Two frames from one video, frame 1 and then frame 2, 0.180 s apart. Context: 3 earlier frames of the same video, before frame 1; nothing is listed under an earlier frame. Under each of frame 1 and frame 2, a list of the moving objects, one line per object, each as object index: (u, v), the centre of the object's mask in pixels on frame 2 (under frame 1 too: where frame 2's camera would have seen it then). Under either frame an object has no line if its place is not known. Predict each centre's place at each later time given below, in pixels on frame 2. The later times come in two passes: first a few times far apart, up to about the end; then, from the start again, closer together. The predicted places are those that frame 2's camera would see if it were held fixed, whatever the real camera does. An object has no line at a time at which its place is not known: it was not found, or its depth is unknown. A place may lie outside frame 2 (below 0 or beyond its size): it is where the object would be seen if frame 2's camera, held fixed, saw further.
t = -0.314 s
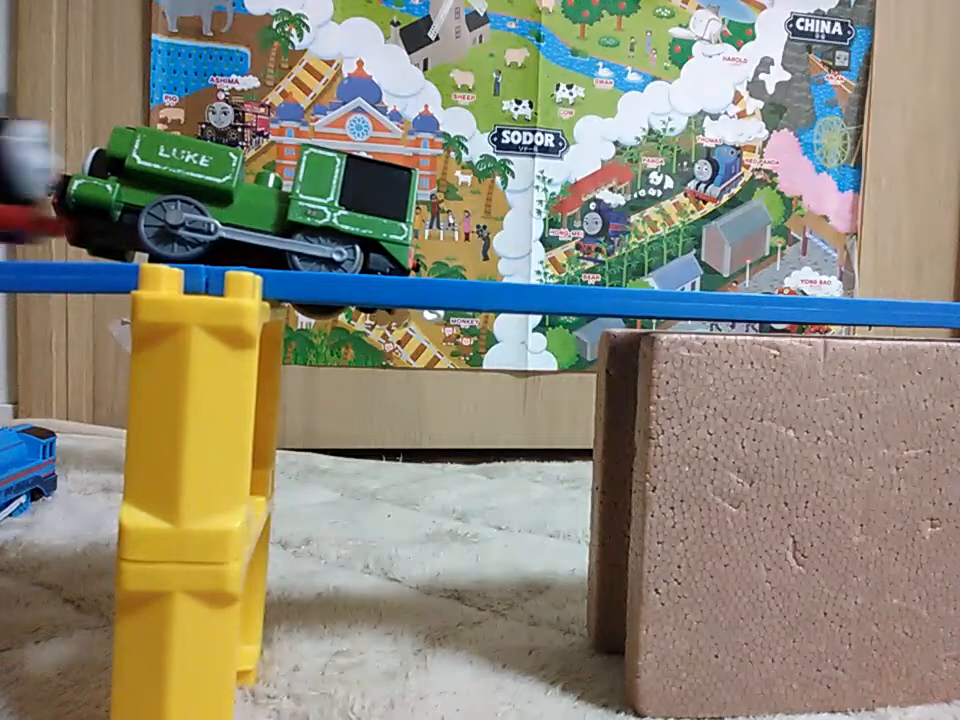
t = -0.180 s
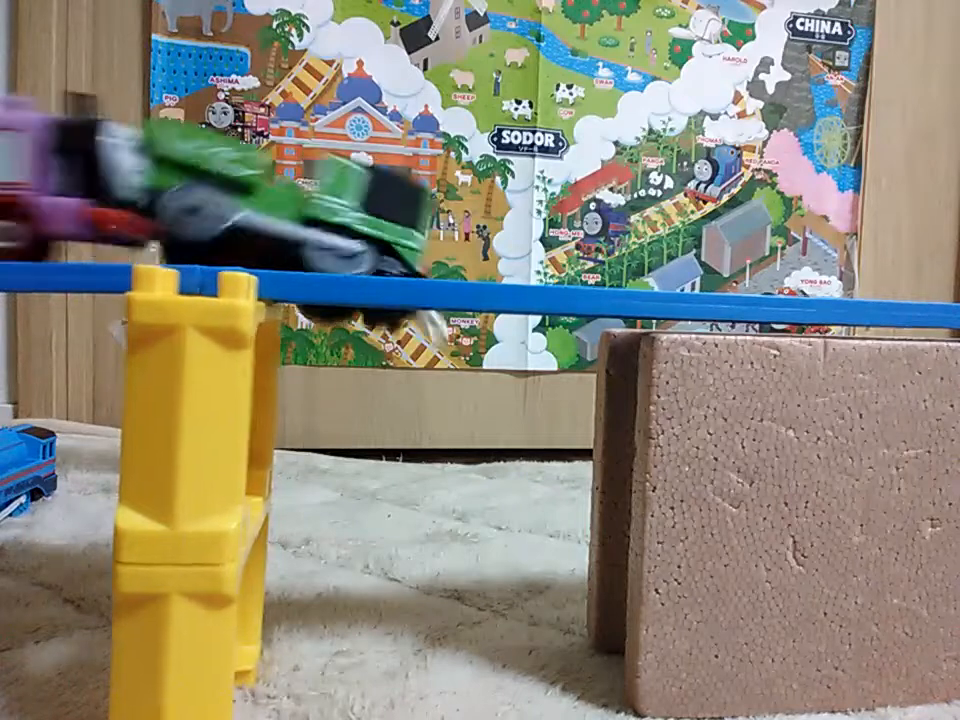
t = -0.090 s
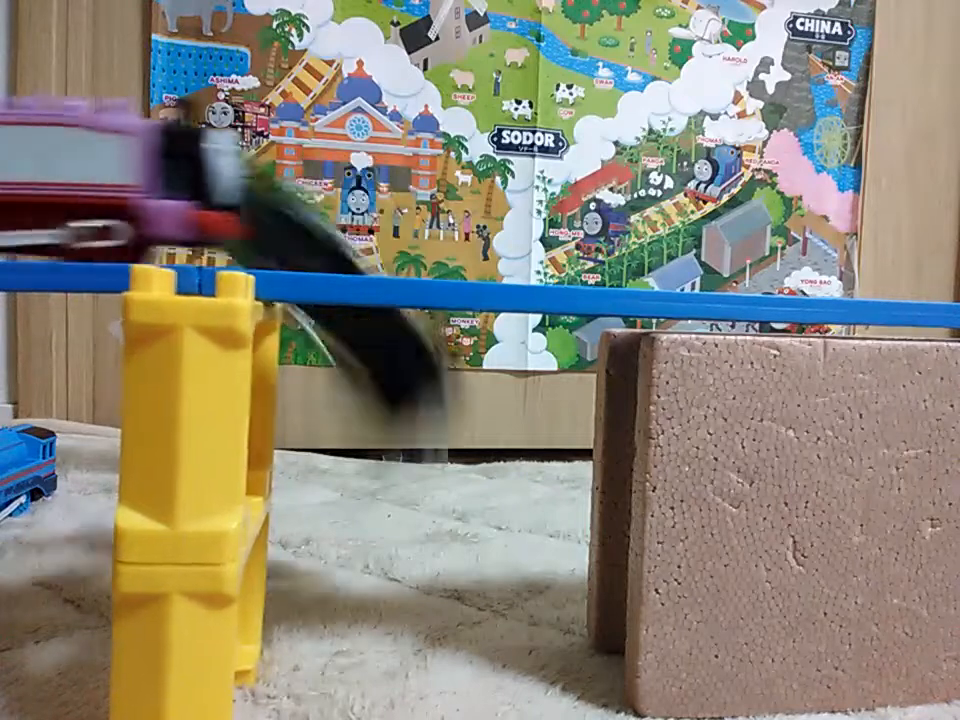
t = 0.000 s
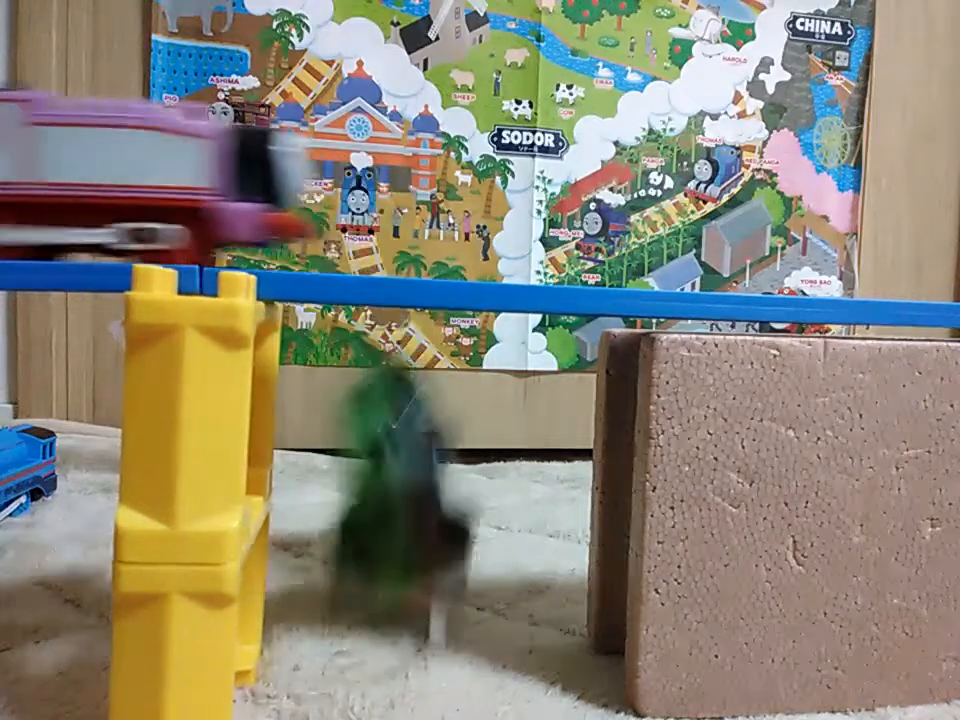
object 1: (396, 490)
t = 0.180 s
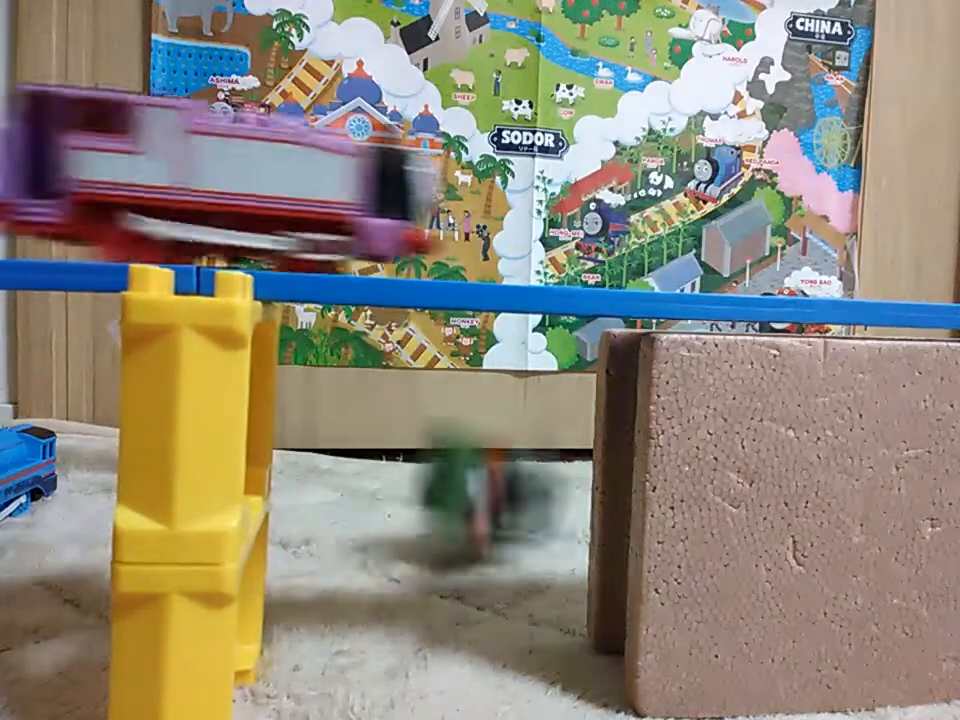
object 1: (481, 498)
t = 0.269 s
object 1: (490, 511)
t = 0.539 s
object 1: (487, 516)
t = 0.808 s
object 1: (487, 516)
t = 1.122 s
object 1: (487, 516)
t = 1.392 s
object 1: (487, 516)
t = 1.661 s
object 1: (487, 516)
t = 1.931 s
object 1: (487, 516)
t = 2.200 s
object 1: (487, 516)
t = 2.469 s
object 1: (487, 516)
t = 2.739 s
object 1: (487, 516)
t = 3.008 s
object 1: (487, 516)
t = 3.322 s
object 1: (487, 516)
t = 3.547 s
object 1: (487, 516)
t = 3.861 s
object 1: (487, 516)
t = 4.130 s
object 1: (487, 516)
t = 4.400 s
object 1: (487, 516)
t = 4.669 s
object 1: (487, 516)
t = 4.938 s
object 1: (487, 516)
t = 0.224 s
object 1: (496, 513)
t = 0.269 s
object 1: (490, 511)
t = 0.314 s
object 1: (487, 512)
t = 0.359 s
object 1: (485, 514)
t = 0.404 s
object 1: (487, 516)
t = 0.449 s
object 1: (487, 515)
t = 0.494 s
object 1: (487, 515)
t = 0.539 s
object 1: (487, 516)
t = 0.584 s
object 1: (487, 516)
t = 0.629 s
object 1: (487, 515)
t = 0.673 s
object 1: (487, 516)
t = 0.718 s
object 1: (487, 516)
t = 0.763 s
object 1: (487, 516)
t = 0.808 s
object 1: (487, 516)
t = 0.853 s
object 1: (487, 516)
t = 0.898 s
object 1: (487, 516)
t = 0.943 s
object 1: (487, 516)
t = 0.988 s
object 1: (487, 516)
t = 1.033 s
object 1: (487, 516)
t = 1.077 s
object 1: (487, 516)
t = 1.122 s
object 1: (487, 516)
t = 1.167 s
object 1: (487, 516)
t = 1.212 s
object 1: (487, 516)
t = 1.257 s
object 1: (487, 516)
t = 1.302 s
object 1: (487, 516)
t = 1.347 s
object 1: (487, 516)
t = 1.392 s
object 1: (487, 516)
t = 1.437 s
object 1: (487, 516)
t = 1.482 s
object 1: (487, 516)
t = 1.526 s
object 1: (487, 516)
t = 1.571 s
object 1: (487, 516)
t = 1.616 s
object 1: (487, 516)
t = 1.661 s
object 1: (487, 516)
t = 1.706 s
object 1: (487, 516)
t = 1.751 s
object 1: (487, 516)
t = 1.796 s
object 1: (487, 516)
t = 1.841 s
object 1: (487, 516)
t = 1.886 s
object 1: (487, 516)
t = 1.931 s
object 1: (487, 516)
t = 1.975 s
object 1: (487, 516)
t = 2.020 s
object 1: (487, 516)
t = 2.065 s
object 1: (487, 516)
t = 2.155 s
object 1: (487, 516)
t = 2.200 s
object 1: (487, 516)
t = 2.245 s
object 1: (487, 516)
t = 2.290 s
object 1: (487, 516)
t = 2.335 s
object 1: (487, 516)
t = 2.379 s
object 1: (487, 516)
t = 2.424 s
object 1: (487, 516)
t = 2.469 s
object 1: (487, 516)
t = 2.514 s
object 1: (487, 516)
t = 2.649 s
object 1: (487, 516)
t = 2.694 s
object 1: (487, 516)
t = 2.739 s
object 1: (487, 516)
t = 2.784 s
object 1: (487, 516)
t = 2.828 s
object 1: (487, 516)
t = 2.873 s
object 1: (487, 516)
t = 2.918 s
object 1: (487, 516)
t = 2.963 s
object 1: (487, 516)
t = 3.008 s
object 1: (487, 516)
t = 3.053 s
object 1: (487, 516)
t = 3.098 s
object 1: (487, 516)
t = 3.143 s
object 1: (487, 516)
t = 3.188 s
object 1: (487, 516)
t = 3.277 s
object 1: (487, 516)
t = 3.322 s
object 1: (487, 516)
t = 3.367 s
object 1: (487, 516)
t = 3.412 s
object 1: (487, 516)
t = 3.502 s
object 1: (487, 516)
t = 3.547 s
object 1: (487, 516)
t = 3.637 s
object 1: (487, 516)
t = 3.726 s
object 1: (487, 516)
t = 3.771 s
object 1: (487, 516)
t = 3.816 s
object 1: (487, 516)
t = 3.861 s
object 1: (487, 516)
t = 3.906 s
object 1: (487, 516)
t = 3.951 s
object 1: (487, 516)
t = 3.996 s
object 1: (487, 516)
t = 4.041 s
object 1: (487, 516)
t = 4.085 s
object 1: (487, 516)
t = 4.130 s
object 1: (487, 516)
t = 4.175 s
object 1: (487, 516)
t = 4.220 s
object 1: (487, 516)
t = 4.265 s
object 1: (487, 516)
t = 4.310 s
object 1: (487, 516)
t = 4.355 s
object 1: (487, 516)
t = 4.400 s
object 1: (487, 516)
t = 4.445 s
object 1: (487, 516)
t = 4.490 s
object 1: (487, 516)
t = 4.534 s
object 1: (487, 516)
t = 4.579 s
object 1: (487, 516)
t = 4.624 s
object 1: (487, 516)
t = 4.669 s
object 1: (487, 516)
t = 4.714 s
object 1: (487, 516)
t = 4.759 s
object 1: (487, 515)
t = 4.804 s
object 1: (487, 515)
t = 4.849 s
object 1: (487, 516)
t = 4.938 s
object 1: (487, 516)
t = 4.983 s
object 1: (487, 516)
